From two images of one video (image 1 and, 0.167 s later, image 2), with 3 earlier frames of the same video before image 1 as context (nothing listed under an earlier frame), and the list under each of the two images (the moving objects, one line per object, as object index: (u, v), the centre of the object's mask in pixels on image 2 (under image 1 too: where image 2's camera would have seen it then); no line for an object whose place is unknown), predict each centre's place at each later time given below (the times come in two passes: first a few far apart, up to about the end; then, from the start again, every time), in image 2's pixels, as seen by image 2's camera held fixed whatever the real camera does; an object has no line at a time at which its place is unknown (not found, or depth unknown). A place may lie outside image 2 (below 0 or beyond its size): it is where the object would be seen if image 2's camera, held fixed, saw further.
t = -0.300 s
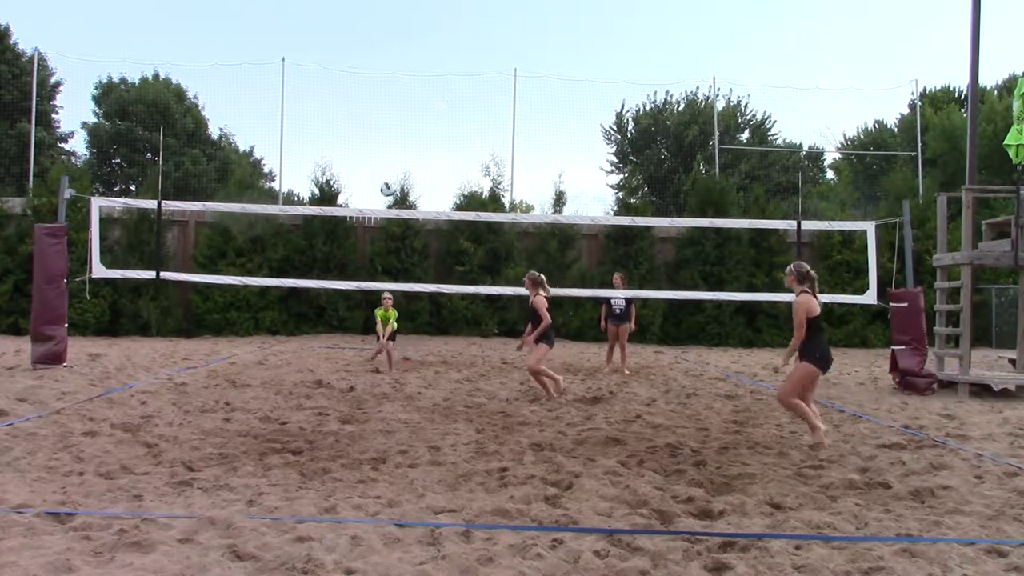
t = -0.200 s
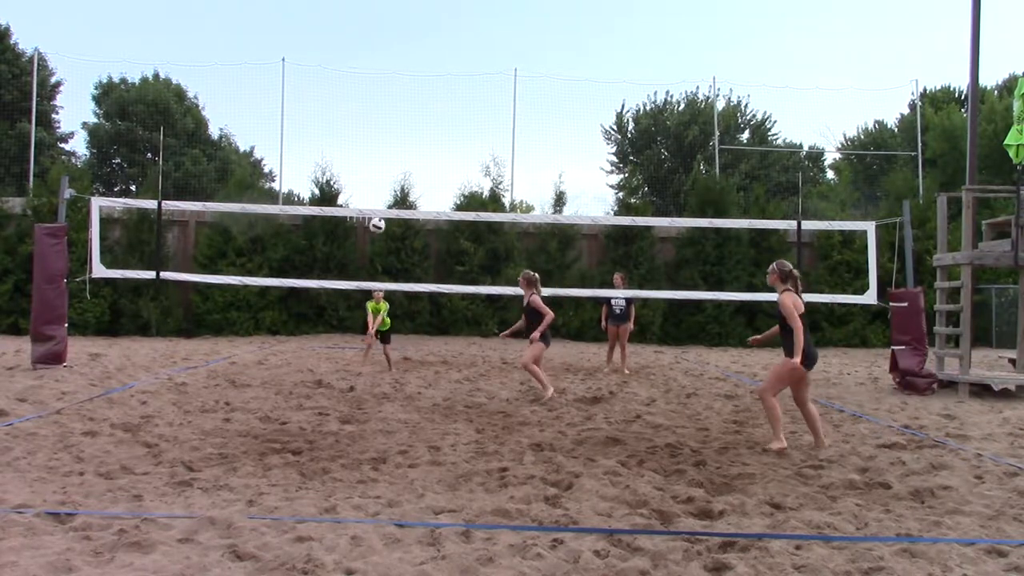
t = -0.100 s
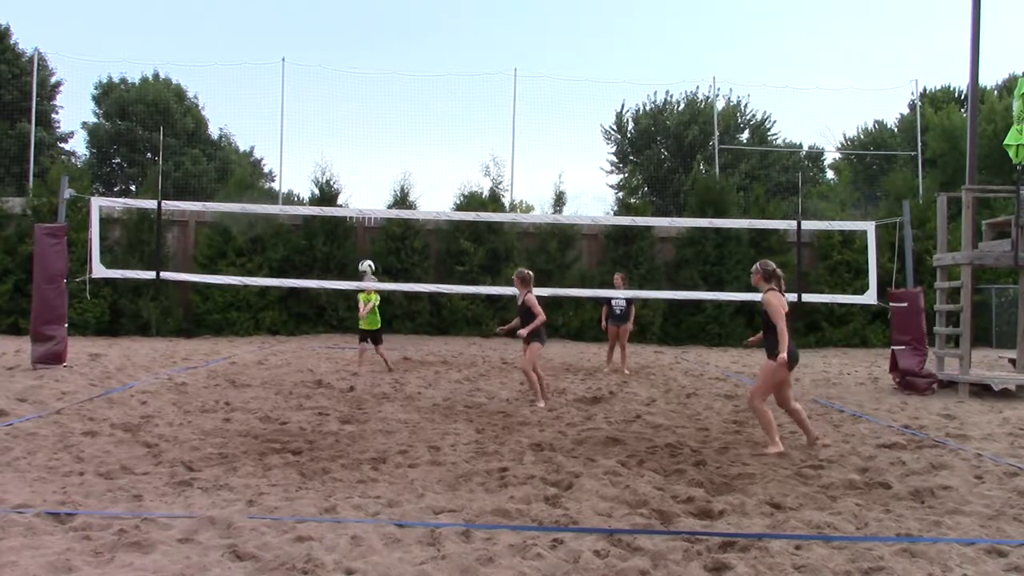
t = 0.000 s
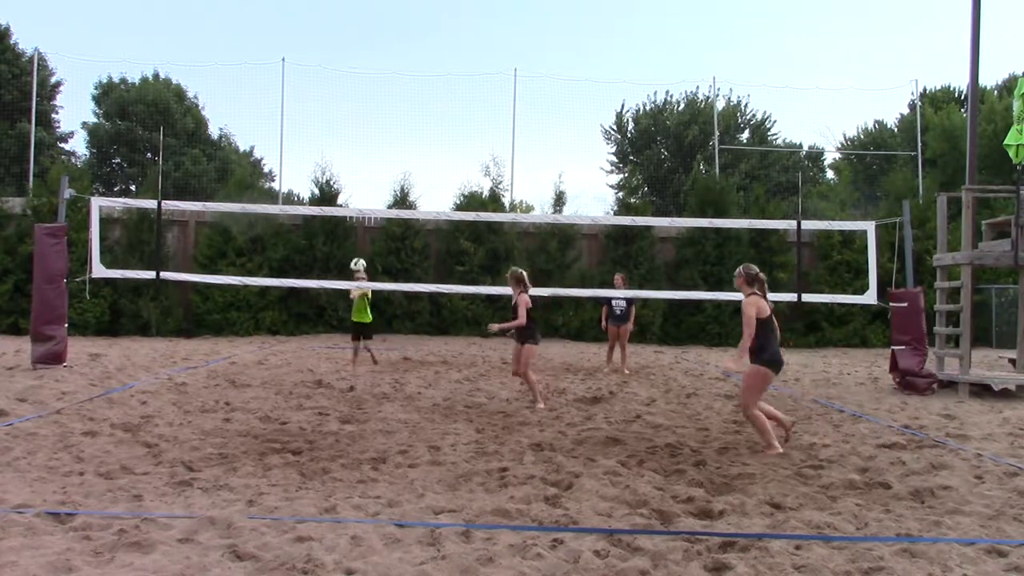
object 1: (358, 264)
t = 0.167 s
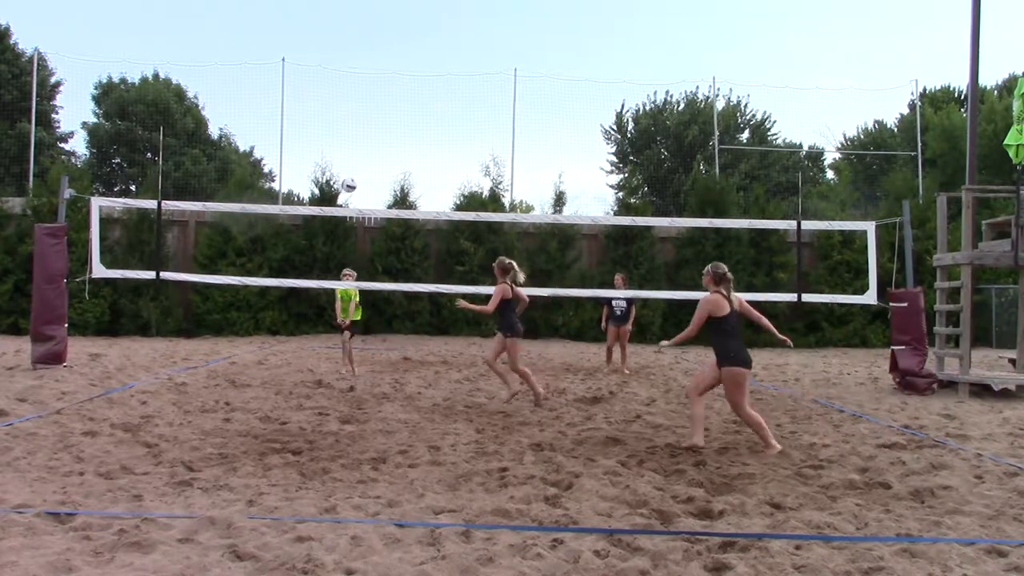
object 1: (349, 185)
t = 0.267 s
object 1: (344, 146)
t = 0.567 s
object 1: (327, 68)
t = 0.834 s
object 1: (311, 52)
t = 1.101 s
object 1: (294, 87)
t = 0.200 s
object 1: (347, 172)
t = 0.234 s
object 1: (345, 159)
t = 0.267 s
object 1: (344, 146)
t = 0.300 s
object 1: (342, 134)
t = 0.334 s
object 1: (340, 123)
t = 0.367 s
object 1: (338, 113)
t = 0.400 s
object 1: (336, 104)
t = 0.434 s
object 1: (334, 94)
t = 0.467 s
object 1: (332, 88)
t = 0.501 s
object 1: (330, 80)
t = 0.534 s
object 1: (328, 74)
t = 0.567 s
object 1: (327, 68)
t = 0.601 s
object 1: (325, 64)
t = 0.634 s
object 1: (322, 59)
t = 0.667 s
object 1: (321, 56)
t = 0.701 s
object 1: (319, 53)
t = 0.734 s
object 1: (316, 53)
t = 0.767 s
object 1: (315, 51)
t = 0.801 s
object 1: (313, 52)
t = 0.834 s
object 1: (311, 52)
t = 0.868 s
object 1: (309, 53)
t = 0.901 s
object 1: (307, 56)
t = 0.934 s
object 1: (304, 60)
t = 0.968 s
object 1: (302, 62)
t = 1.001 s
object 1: (300, 67)
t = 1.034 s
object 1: (298, 73)
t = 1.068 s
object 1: (295, 80)
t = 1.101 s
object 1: (294, 87)
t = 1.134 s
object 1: (291, 94)
